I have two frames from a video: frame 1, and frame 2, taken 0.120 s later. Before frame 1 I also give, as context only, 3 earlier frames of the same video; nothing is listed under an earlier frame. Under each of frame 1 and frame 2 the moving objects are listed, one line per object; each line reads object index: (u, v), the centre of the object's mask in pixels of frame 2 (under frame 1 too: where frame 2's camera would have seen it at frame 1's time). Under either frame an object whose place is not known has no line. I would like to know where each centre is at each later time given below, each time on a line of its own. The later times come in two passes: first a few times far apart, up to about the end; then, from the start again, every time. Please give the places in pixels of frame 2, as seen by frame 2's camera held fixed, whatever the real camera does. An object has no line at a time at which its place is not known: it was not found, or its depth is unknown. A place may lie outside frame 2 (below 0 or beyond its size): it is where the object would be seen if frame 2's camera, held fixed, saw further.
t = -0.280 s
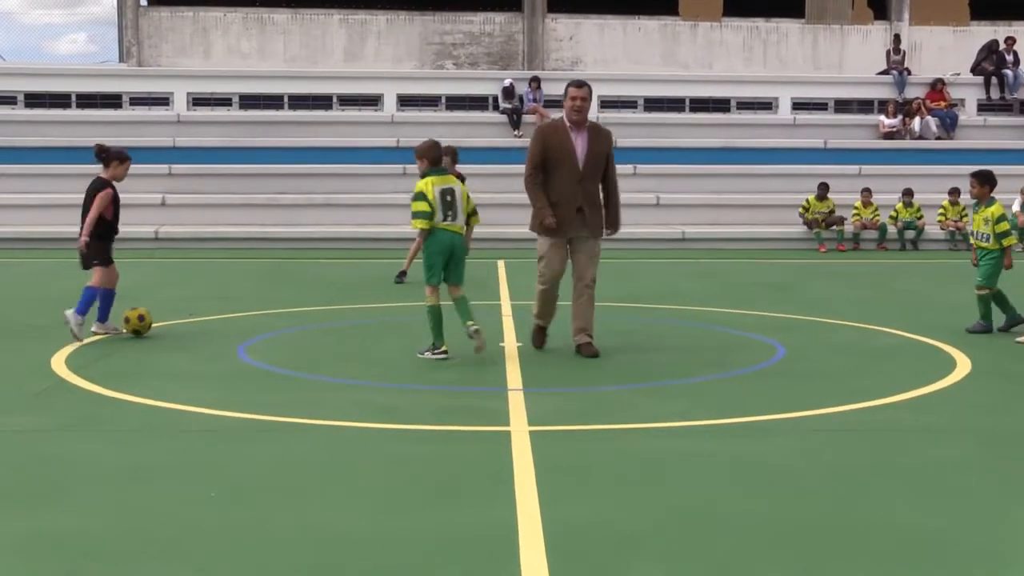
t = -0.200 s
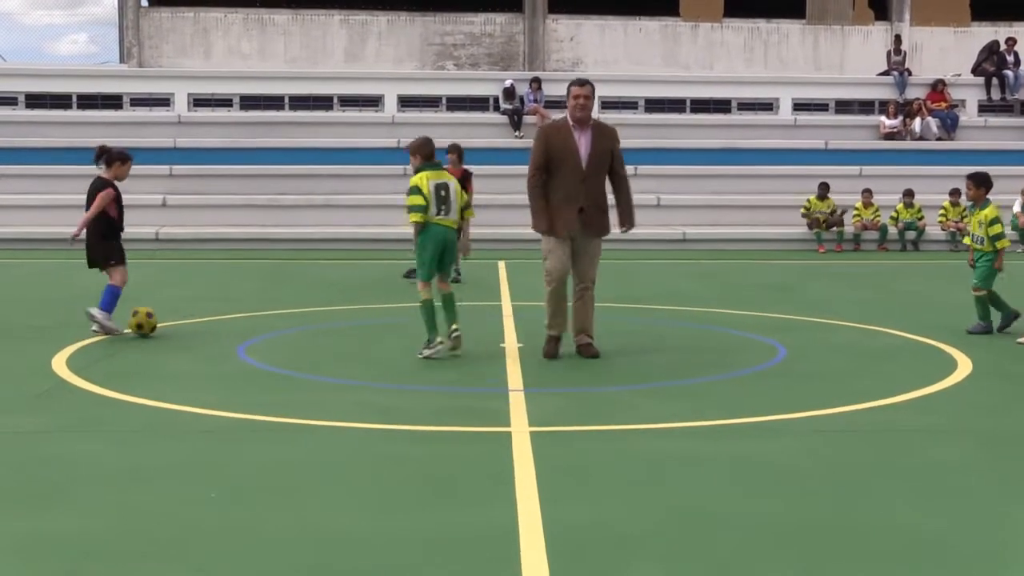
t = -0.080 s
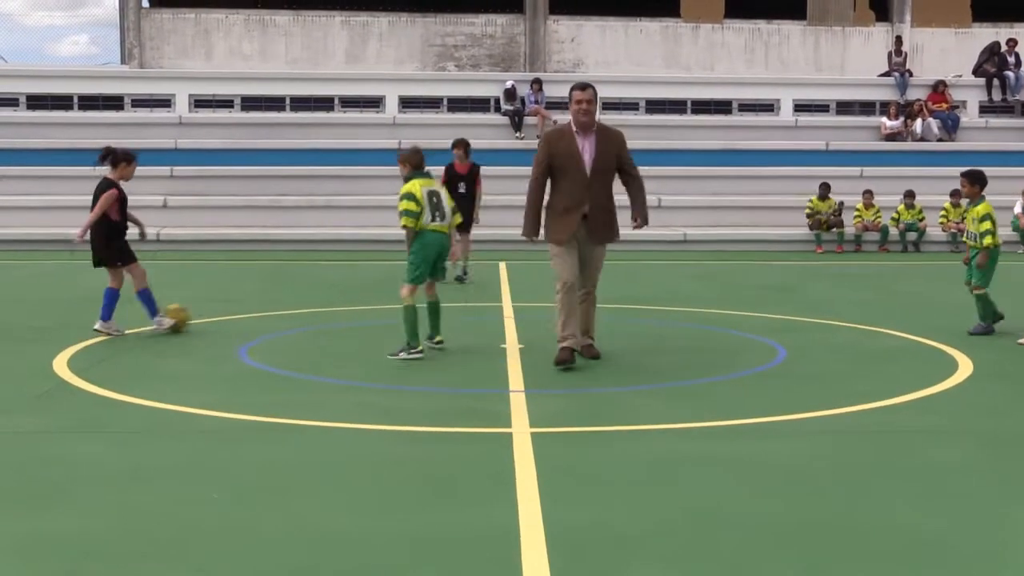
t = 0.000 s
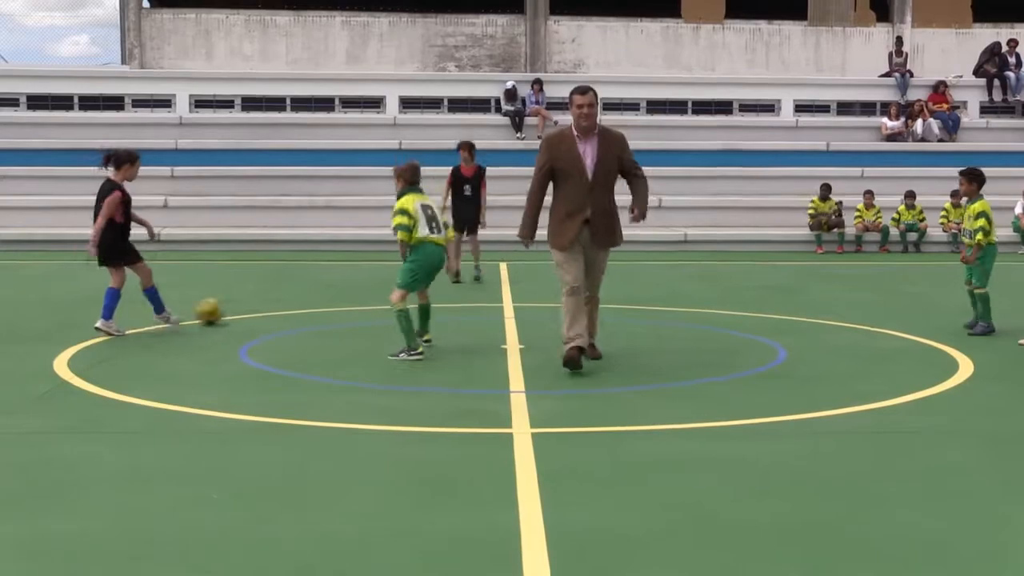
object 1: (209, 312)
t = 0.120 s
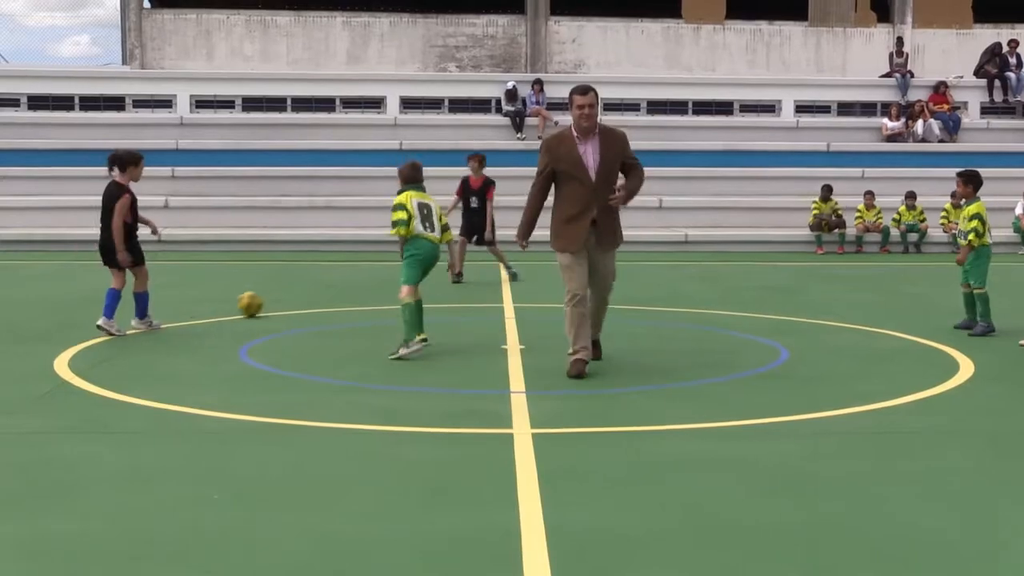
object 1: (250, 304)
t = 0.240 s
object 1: (280, 299)
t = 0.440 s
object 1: (321, 290)
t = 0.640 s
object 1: (357, 285)
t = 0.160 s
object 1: (261, 302)
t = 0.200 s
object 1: (272, 301)
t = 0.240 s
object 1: (280, 299)
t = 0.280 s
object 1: (289, 297)
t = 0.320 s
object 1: (297, 295)
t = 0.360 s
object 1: (305, 294)
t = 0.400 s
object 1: (314, 291)
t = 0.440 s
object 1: (321, 290)
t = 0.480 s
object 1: (328, 289)
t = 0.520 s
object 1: (336, 287)
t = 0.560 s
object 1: (343, 285)
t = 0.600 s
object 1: (349, 285)
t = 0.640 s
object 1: (357, 285)
